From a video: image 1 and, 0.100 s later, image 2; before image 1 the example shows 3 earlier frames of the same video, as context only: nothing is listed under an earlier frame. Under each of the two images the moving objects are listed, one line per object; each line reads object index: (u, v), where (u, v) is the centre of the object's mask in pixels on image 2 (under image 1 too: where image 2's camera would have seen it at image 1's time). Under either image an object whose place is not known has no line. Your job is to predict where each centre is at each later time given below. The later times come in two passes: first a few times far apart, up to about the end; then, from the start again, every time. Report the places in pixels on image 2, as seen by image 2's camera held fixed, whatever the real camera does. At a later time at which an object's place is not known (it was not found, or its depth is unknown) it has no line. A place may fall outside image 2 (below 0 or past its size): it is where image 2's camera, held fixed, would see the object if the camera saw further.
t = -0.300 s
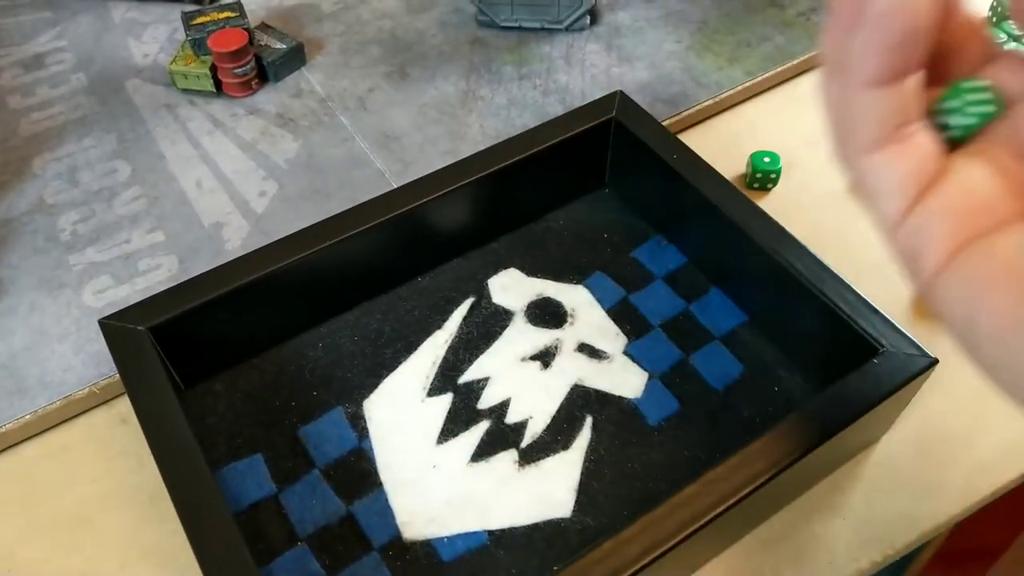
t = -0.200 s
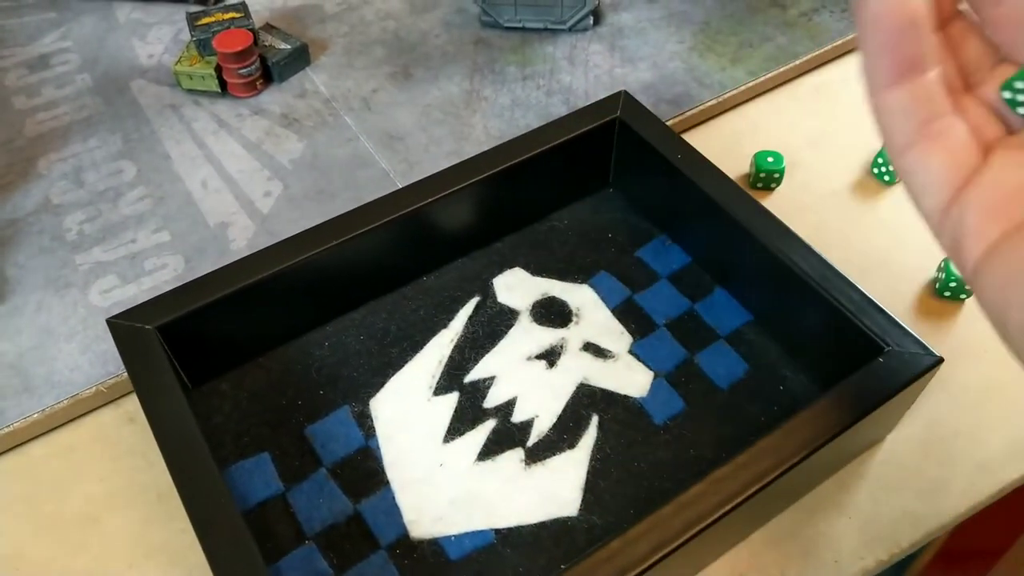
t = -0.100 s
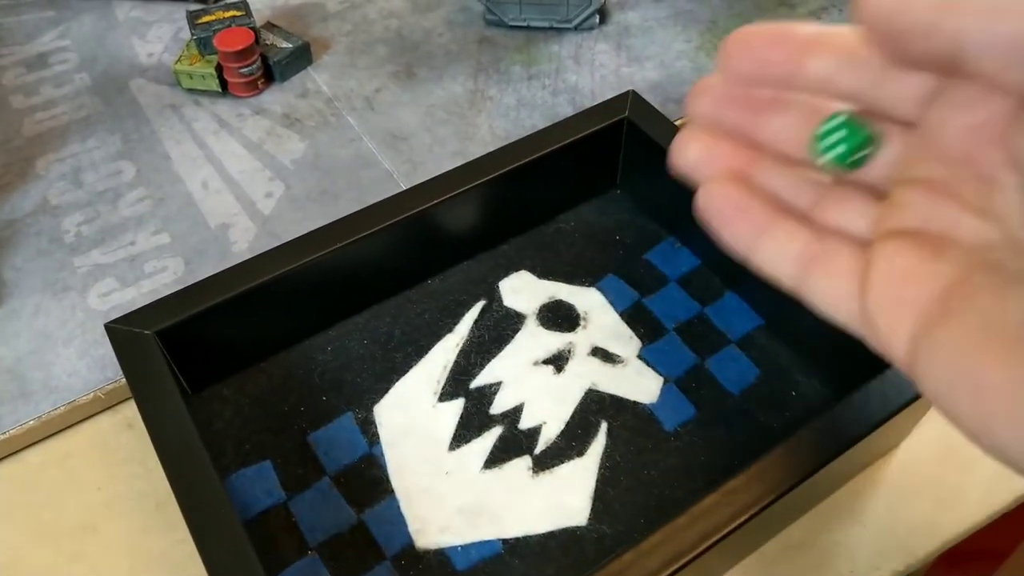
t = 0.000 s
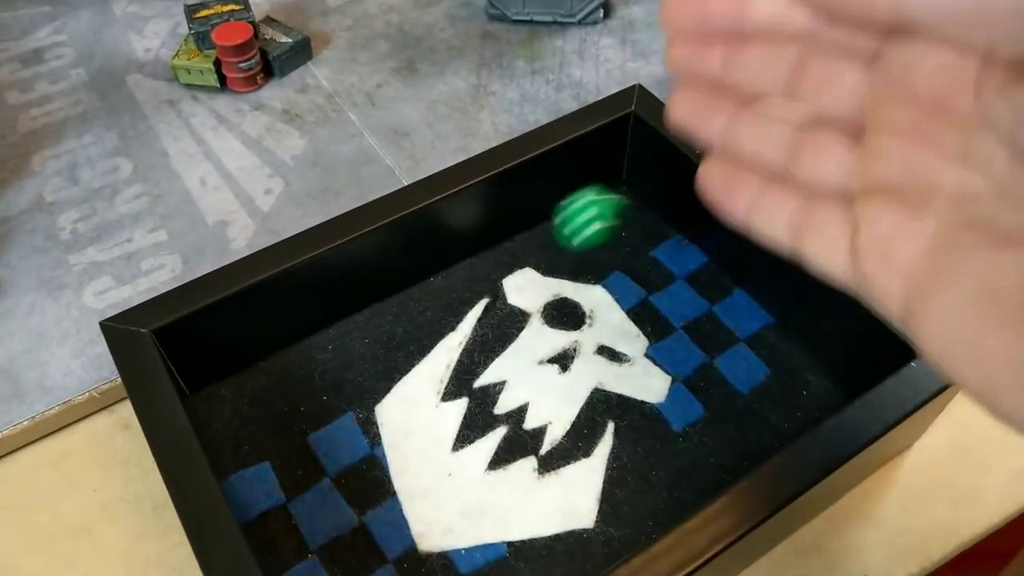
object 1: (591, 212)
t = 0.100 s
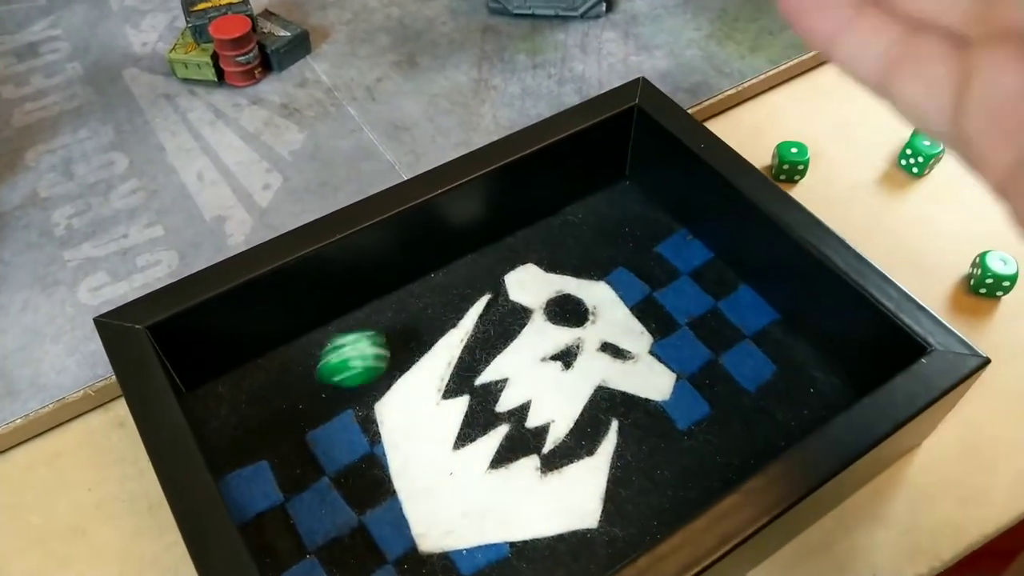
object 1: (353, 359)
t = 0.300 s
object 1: (273, 431)
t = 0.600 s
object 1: (285, 469)
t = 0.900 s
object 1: (293, 467)
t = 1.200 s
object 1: (292, 467)
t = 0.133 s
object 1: (264, 385)
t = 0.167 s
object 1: (222, 390)
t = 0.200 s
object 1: (233, 387)
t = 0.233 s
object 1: (248, 398)
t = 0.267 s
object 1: (261, 412)
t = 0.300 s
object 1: (273, 431)
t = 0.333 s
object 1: (284, 440)
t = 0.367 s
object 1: (292, 446)
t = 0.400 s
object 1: (301, 448)
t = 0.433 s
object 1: (305, 452)
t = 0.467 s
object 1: (301, 460)
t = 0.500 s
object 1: (294, 464)
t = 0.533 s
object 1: (292, 467)
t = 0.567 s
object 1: (290, 468)
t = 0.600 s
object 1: (285, 469)
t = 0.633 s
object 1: (289, 468)
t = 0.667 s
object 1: (292, 466)
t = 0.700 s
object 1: (292, 468)
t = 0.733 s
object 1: (293, 469)
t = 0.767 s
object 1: (294, 466)
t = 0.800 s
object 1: (293, 468)
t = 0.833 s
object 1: (293, 467)
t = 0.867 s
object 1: (293, 467)
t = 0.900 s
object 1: (293, 467)
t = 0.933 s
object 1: (293, 467)
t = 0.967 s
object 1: (293, 467)
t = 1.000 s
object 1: (293, 467)
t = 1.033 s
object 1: (293, 467)
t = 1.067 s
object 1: (293, 467)
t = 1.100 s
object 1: (292, 467)
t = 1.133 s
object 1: (292, 467)
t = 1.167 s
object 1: (292, 467)
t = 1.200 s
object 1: (292, 467)
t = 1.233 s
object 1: (292, 467)
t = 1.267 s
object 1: (292, 467)
